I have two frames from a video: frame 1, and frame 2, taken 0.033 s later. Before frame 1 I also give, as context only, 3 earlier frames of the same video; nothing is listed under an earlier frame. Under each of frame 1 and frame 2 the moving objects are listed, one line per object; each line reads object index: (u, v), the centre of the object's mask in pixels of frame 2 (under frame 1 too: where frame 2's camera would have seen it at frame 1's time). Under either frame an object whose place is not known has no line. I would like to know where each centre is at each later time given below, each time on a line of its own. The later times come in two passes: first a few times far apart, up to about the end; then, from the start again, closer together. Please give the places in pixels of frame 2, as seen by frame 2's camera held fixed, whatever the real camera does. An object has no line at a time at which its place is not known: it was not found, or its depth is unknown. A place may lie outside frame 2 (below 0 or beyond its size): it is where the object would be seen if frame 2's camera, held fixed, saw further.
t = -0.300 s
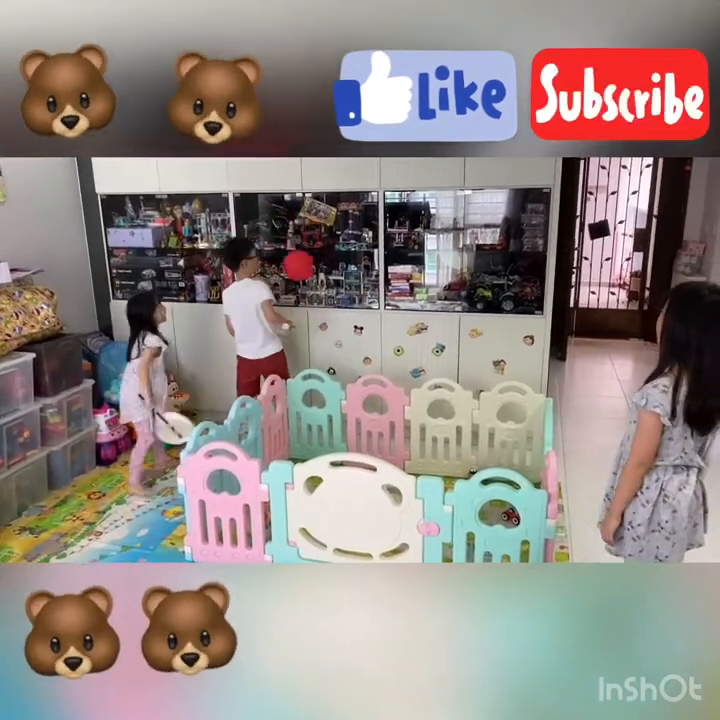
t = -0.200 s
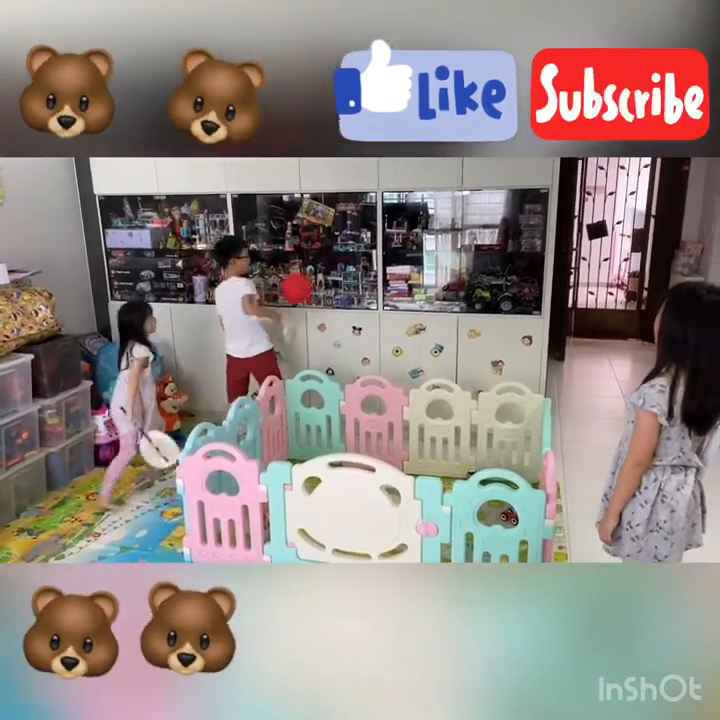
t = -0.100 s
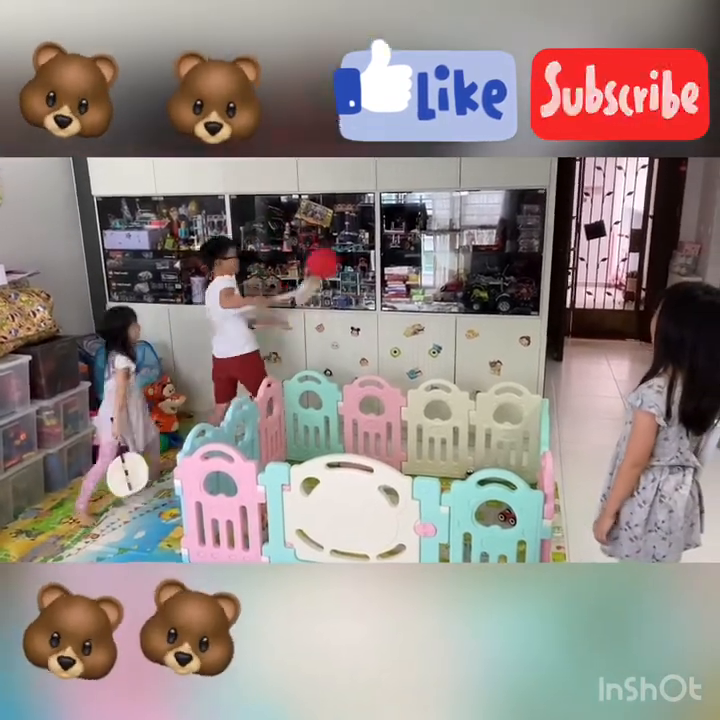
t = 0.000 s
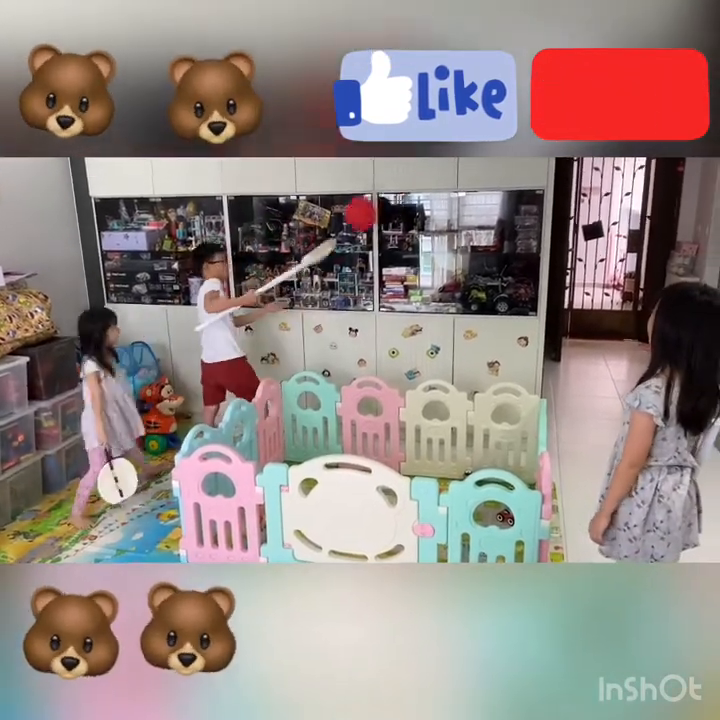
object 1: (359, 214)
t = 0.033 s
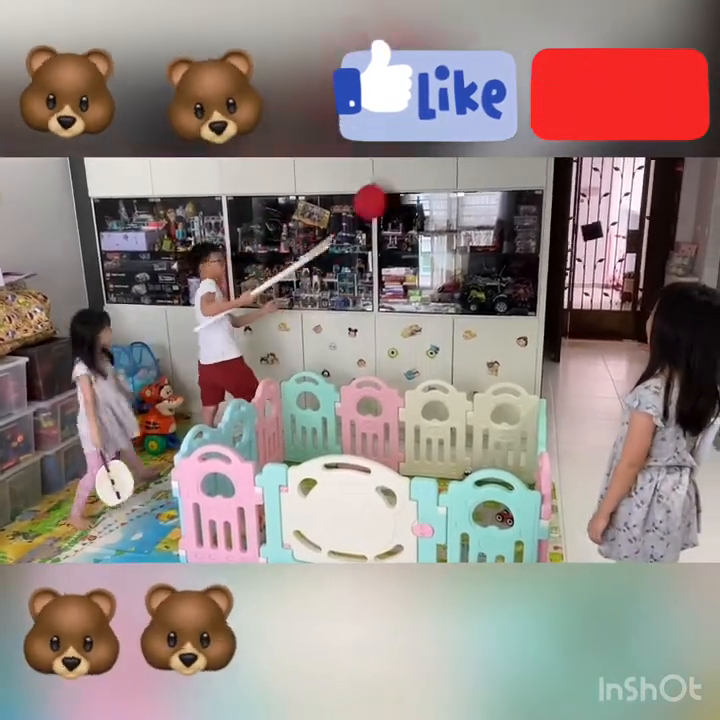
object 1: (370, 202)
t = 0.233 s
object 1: (418, 167)
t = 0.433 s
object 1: (439, 166)
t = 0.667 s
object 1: (450, 193)
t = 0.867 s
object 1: (452, 237)
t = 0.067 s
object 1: (380, 191)
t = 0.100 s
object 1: (389, 182)
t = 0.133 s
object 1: (397, 175)
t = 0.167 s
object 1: (405, 170)
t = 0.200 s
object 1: (412, 168)
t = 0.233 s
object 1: (418, 167)
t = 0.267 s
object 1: (423, 167)
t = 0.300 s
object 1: (427, 166)
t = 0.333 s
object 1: (431, 165)
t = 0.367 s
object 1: (434, 165)
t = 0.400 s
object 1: (437, 165)
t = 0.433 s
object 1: (439, 166)
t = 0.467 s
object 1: (442, 167)
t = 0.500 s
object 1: (444, 169)
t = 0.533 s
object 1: (446, 172)
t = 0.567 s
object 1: (447, 176)
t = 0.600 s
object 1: (448, 181)
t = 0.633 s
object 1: (450, 187)
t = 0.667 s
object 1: (450, 193)
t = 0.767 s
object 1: (452, 213)
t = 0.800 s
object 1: (452, 221)
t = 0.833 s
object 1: (452, 229)
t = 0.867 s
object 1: (452, 237)
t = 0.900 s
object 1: (451, 246)
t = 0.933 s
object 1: (450, 255)
